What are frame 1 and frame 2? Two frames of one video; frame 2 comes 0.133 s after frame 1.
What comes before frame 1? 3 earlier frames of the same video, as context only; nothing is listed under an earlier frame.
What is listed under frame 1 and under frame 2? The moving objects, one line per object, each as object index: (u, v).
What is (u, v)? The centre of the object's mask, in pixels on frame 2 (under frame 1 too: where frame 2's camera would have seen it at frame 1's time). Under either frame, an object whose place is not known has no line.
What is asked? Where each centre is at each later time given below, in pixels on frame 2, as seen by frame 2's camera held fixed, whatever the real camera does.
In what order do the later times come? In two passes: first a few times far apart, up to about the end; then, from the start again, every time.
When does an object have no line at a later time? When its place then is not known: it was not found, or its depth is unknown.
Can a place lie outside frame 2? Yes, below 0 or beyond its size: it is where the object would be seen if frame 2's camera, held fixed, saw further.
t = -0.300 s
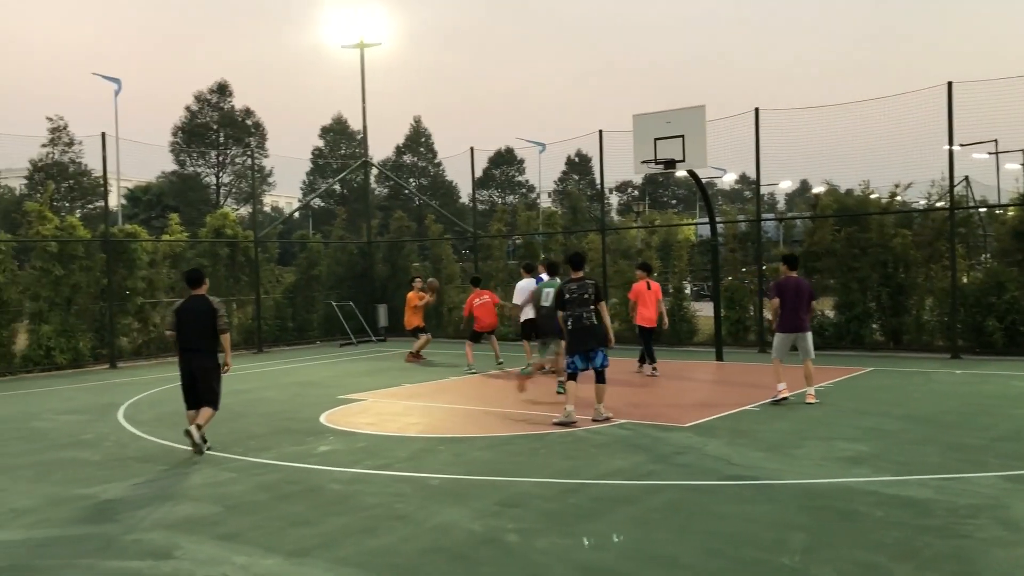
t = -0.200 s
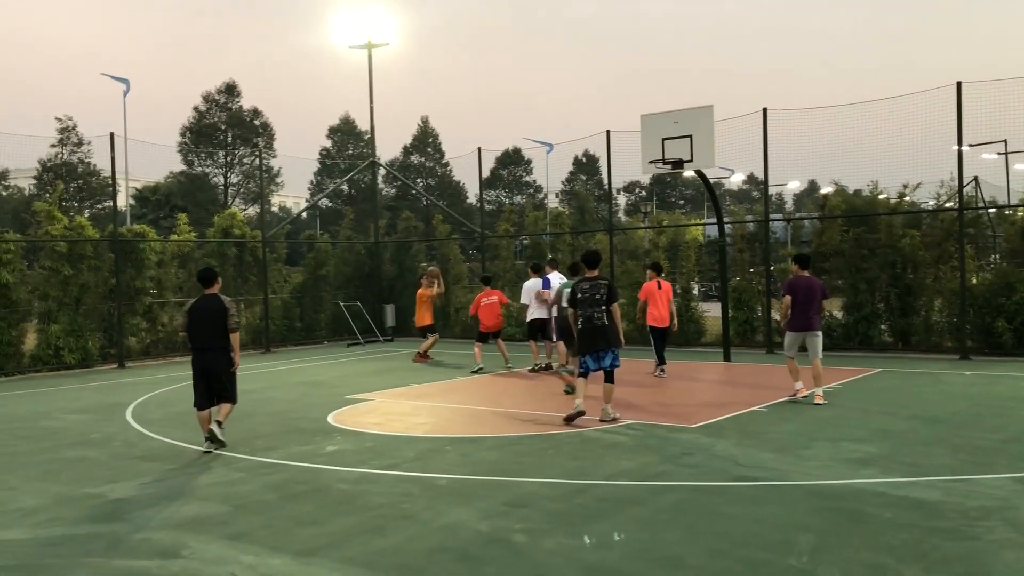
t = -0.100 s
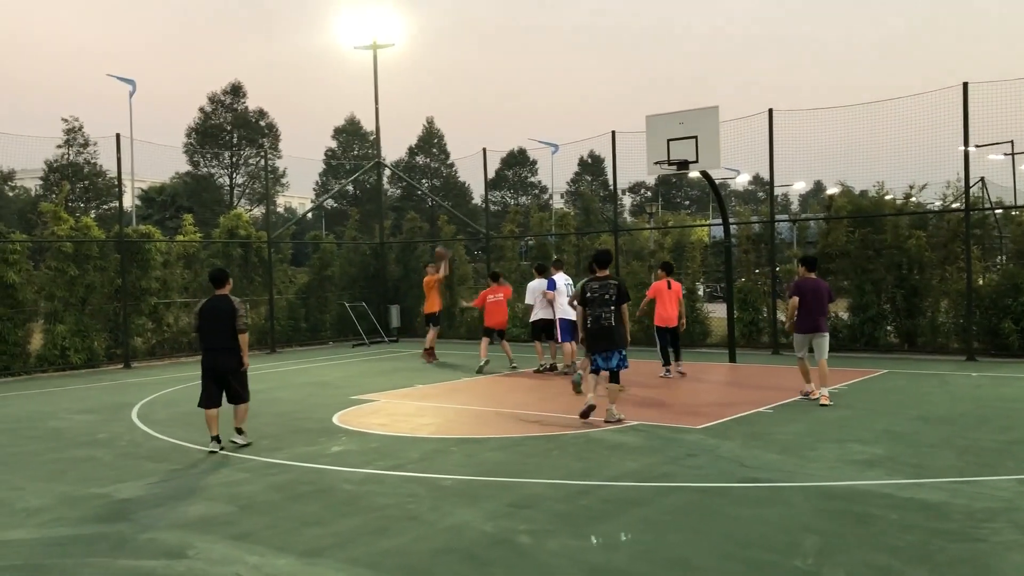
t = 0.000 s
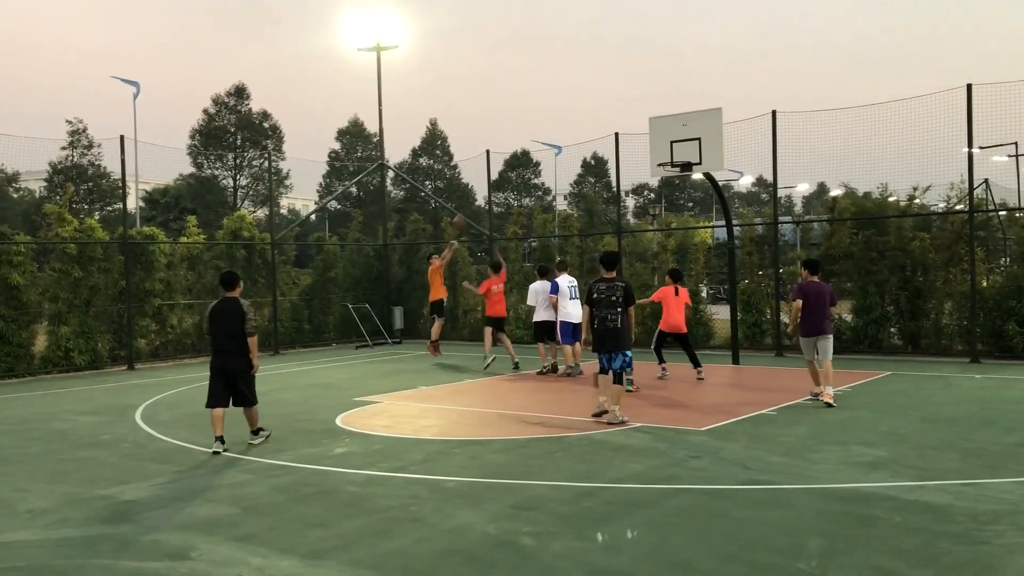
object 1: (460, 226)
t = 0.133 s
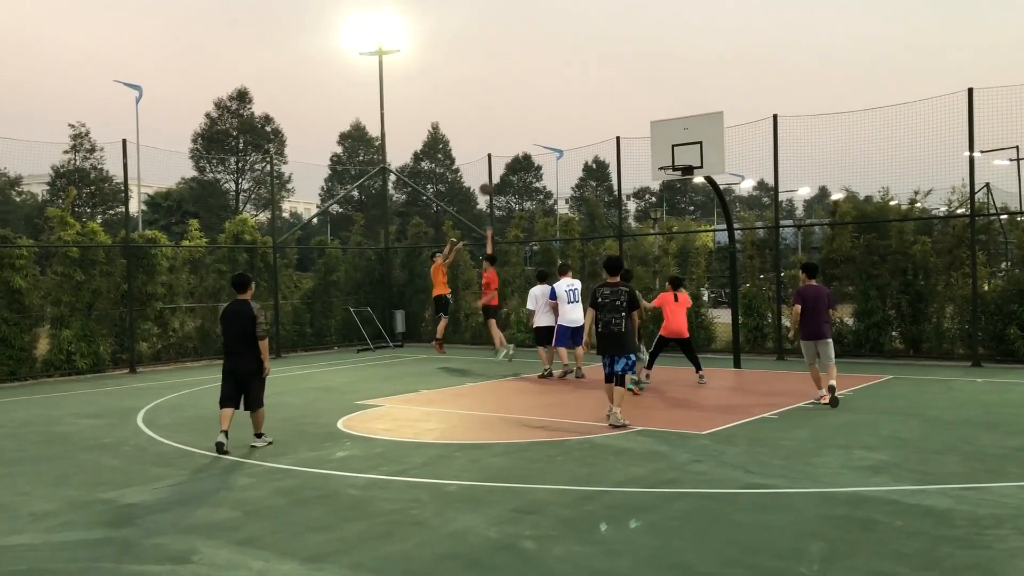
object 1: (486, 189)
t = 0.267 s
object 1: (512, 159)
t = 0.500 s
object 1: (564, 130)
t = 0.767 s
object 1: (628, 135)
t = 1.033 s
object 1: (682, 160)
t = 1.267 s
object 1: (657, 156)
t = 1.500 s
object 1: (621, 180)
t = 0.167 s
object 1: (493, 181)
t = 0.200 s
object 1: (499, 173)
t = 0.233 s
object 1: (506, 166)
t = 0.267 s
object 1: (512, 159)
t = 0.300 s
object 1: (520, 153)
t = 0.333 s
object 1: (527, 148)
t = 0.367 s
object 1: (534, 143)
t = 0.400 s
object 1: (542, 139)
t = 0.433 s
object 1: (549, 135)
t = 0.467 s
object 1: (556, 132)
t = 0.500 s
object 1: (564, 130)
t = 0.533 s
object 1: (572, 128)
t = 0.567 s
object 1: (579, 127)
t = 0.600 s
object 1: (587, 126)
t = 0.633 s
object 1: (595, 127)
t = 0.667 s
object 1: (603, 128)
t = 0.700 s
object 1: (611, 130)
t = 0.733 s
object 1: (620, 132)
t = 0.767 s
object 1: (628, 135)
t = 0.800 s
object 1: (637, 139)
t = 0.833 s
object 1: (645, 145)
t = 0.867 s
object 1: (654, 150)
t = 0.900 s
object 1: (662, 157)
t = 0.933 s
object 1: (671, 163)
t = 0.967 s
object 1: (679, 161)
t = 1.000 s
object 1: (682, 161)
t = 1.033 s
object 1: (682, 160)
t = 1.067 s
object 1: (680, 160)
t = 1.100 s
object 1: (679, 158)
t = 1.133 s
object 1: (676, 157)
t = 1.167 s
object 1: (673, 156)
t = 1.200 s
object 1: (667, 155)
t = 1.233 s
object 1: (662, 155)
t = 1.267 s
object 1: (657, 156)
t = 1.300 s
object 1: (652, 157)
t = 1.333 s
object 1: (647, 159)
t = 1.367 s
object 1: (641, 162)
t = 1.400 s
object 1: (636, 165)
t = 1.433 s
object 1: (631, 170)
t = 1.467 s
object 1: (626, 174)
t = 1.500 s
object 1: (621, 180)
